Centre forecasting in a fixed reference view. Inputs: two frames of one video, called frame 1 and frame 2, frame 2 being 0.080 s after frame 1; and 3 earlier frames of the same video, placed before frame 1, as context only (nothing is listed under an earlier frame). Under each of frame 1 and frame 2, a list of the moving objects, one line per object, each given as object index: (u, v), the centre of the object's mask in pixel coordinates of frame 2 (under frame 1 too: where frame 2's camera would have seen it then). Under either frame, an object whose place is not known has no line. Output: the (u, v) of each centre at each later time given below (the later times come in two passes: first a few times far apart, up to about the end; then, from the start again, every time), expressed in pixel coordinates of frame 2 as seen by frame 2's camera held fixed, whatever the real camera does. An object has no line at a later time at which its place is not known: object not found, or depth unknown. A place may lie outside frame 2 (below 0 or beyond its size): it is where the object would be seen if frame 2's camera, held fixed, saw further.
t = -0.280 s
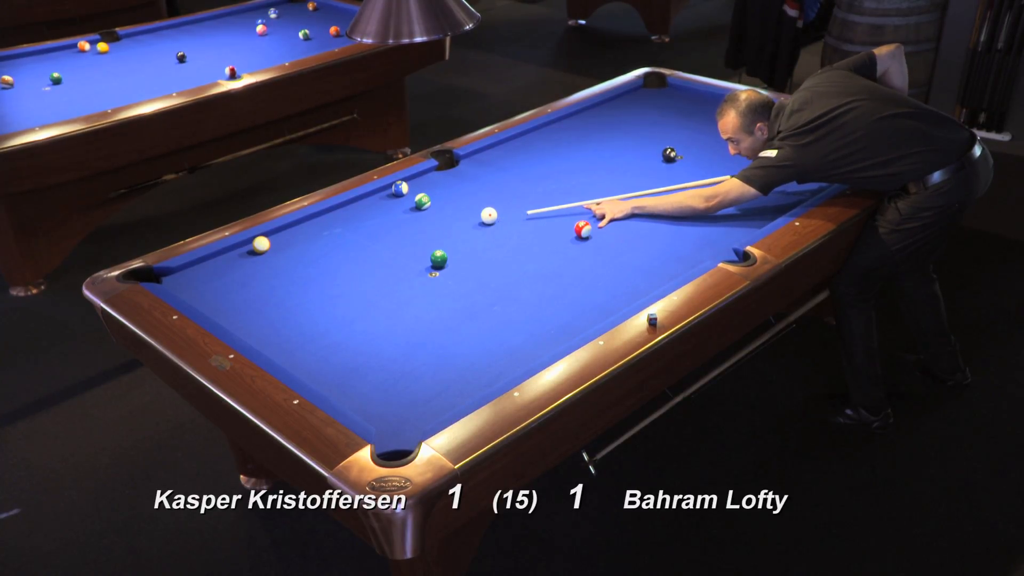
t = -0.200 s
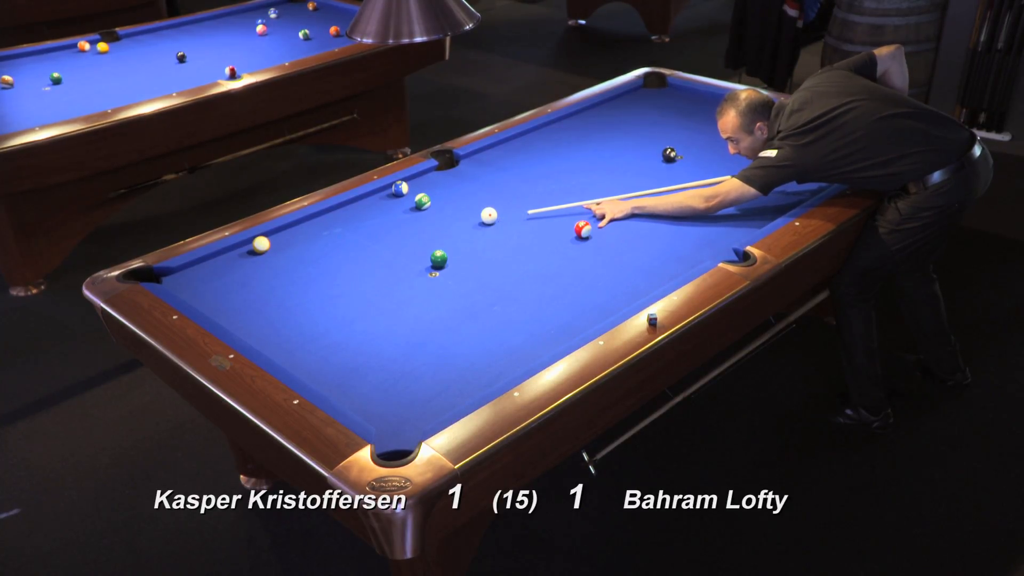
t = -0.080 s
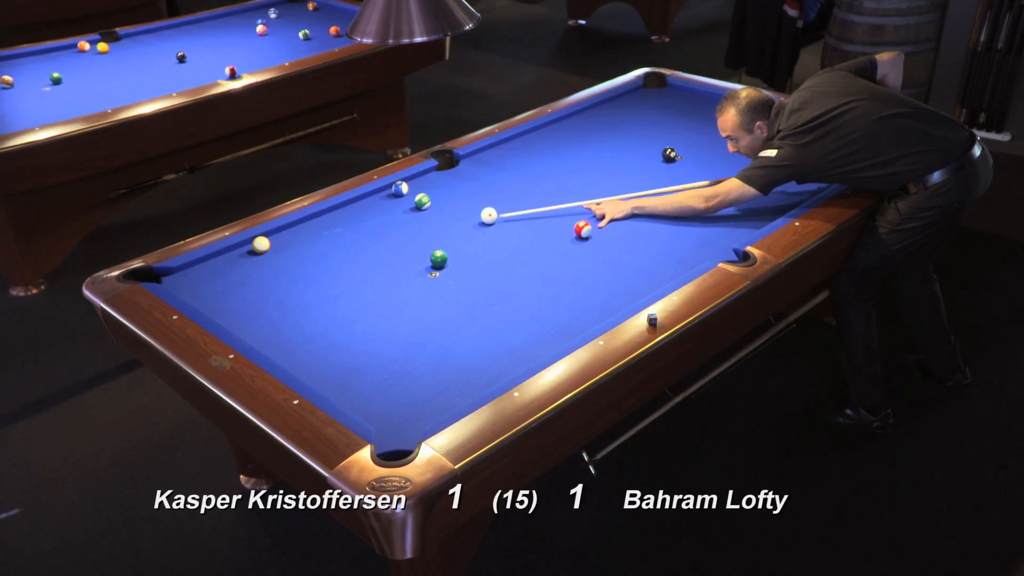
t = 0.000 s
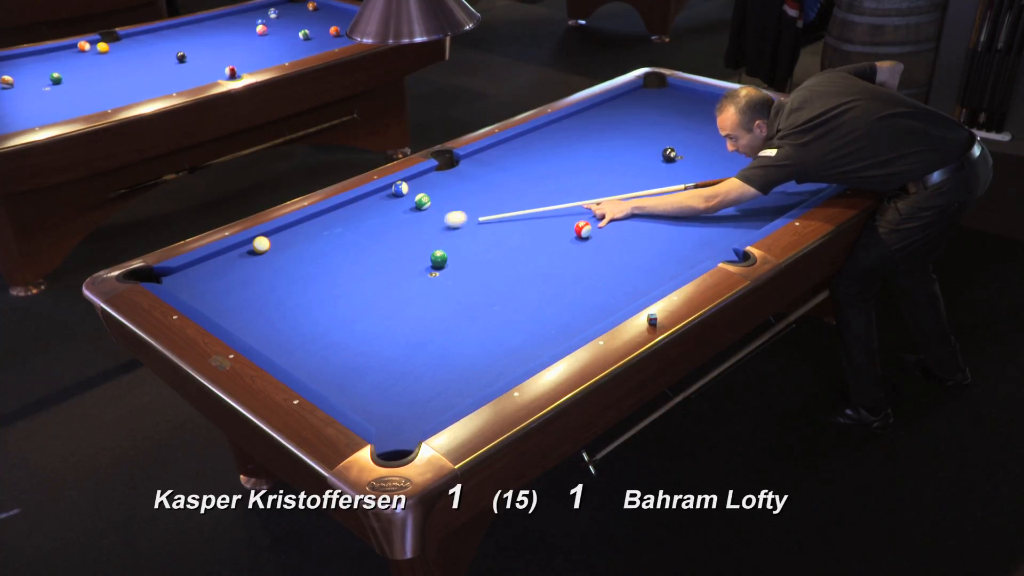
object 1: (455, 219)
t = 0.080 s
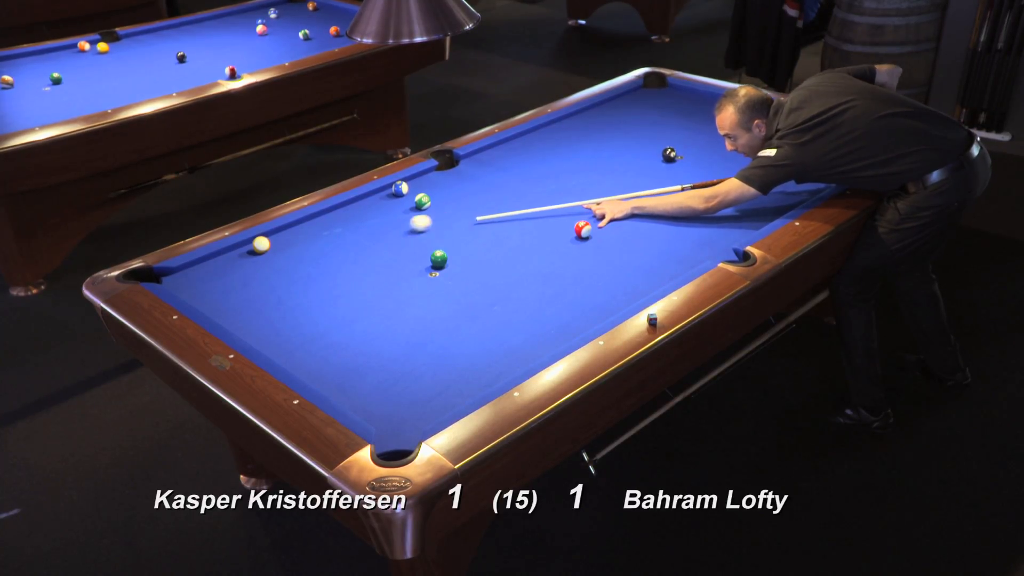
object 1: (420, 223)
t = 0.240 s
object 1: (360, 230)
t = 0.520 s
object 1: (283, 238)
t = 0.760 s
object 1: (273, 238)
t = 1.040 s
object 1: (282, 244)
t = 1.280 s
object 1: (290, 247)
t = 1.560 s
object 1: (298, 252)
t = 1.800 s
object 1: (305, 255)
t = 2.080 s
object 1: (311, 258)
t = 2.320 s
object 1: (315, 261)
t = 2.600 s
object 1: (320, 264)
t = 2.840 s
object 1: (323, 266)
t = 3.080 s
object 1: (325, 267)
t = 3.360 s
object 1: (327, 268)
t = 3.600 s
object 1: (329, 268)
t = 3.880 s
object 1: (328, 268)
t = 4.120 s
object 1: (328, 268)
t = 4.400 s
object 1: (328, 268)
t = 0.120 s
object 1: (404, 225)
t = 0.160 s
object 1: (389, 227)
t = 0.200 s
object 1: (374, 228)
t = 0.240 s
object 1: (360, 230)
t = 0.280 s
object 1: (347, 231)
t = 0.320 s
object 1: (336, 233)
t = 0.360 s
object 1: (325, 234)
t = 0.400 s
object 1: (314, 235)
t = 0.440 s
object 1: (304, 236)
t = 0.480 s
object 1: (293, 237)
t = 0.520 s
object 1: (283, 238)
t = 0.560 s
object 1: (275, 239)
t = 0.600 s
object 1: (272, 237)
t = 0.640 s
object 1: (268, 236)
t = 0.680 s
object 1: (269, 237)
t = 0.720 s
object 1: (271, 238)
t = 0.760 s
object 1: (273, 238)
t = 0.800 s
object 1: (274, 239)
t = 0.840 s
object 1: (275, 240)
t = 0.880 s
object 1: (277, 241)
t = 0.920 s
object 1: (278, 241)
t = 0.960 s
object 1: (280, 242)
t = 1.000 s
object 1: (281, 243)
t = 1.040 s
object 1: (282, 244)
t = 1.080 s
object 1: (284, 244)
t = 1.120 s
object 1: (285, 245)
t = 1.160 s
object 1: (286, 246)
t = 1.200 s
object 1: (288, 246)
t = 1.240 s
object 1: (289, 247)
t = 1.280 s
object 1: (290, 247)
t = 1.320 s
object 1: (291, 248)
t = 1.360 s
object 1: (293, 249)
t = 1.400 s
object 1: (294, 249)
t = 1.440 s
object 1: (295, 250)
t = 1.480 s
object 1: (296, 251)
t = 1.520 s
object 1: (297, 251)
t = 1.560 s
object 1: (298, 252)
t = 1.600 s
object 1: (300, 252)
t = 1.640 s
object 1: (301, 253)
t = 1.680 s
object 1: (302, 254)
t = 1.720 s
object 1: (303, 254)
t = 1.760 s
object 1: (304, 255)
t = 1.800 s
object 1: (305, 255)
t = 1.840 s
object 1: (305, 256)
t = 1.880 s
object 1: (306, 256)
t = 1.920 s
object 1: (307, 257)
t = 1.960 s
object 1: (308, 257)
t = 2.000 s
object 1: (309, 258)
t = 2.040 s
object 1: (310, 258)
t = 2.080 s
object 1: (311, 258)
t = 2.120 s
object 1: (312, 259)
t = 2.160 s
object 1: (312, 259)
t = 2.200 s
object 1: (313, 260)
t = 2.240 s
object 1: (314, 260)
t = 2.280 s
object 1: (315, 261)
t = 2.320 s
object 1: (315, 261)
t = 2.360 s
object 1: (316, 262)
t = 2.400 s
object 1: (317, 262)
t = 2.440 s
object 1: (317, 262)
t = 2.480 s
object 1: (318, 263)
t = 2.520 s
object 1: (318, 263)
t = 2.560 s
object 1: (319, 263)
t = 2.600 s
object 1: (320, 264)
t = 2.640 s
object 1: (320, 264)
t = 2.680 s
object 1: (321, 264)
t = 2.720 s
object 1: (321, 265)
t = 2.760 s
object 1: (322, 265)
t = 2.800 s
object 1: (322, 265)
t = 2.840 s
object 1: (323, 266)
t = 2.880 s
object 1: (323, 266)
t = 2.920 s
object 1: (324, 266)
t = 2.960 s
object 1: (324, 266)
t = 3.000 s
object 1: (324, 267)
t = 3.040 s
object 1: (325, 267)
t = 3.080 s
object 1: (325, 267)
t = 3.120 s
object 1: (326, 267)
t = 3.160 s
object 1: (326, 267)
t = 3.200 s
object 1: (326, 267)
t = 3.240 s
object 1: (326, 267)
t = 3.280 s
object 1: (327, 267)
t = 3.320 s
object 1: (327, 268)
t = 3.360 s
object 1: (327, 268)
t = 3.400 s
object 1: (328, 268)
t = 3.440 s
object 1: (328, 268)
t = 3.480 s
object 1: (328, 268)
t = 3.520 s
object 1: (328, 268)
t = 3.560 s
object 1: (328, 268)
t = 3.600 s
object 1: (329, 268)
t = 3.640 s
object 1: (329, 268)
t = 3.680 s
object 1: (329, 268)
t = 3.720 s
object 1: (329, 268)
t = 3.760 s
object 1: (329, 268)
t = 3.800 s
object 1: (329, 268)
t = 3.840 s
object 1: (328, 268)
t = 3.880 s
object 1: (328, 268)
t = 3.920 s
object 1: (328, 268)
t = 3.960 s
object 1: (328, 268)
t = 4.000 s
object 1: (328, 268)
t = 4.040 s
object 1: (328, 268)
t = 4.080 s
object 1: (328, 268)
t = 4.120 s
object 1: (328, 268)
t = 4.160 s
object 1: (328, 268)
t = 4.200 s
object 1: (328, 268)
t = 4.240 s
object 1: (328, 268)
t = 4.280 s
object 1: (328, 268)
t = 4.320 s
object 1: (328, 268)
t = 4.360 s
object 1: (328, 268)
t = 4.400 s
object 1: (328, 268)
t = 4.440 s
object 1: (328, 268)
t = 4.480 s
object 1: (327, 267)
